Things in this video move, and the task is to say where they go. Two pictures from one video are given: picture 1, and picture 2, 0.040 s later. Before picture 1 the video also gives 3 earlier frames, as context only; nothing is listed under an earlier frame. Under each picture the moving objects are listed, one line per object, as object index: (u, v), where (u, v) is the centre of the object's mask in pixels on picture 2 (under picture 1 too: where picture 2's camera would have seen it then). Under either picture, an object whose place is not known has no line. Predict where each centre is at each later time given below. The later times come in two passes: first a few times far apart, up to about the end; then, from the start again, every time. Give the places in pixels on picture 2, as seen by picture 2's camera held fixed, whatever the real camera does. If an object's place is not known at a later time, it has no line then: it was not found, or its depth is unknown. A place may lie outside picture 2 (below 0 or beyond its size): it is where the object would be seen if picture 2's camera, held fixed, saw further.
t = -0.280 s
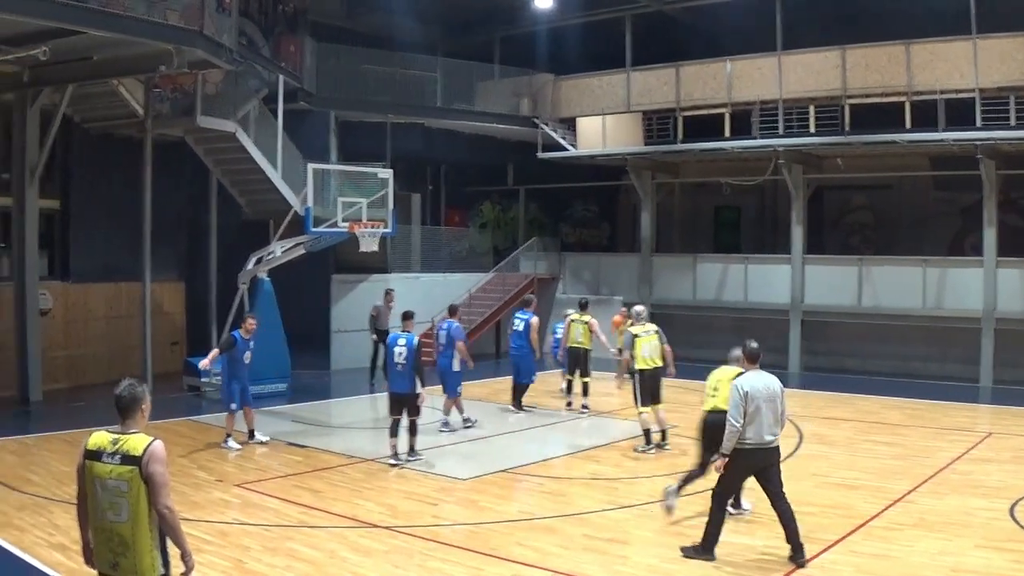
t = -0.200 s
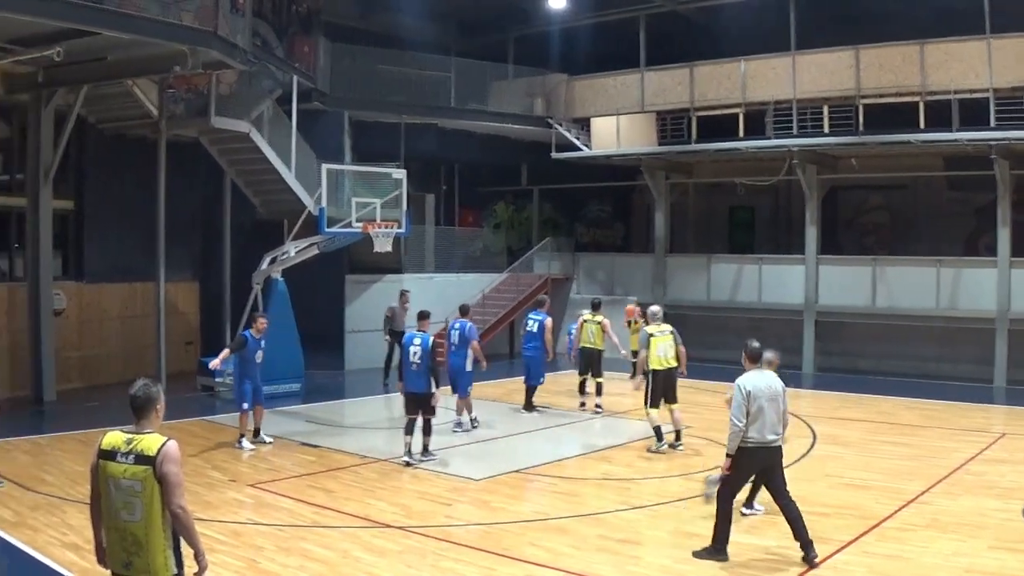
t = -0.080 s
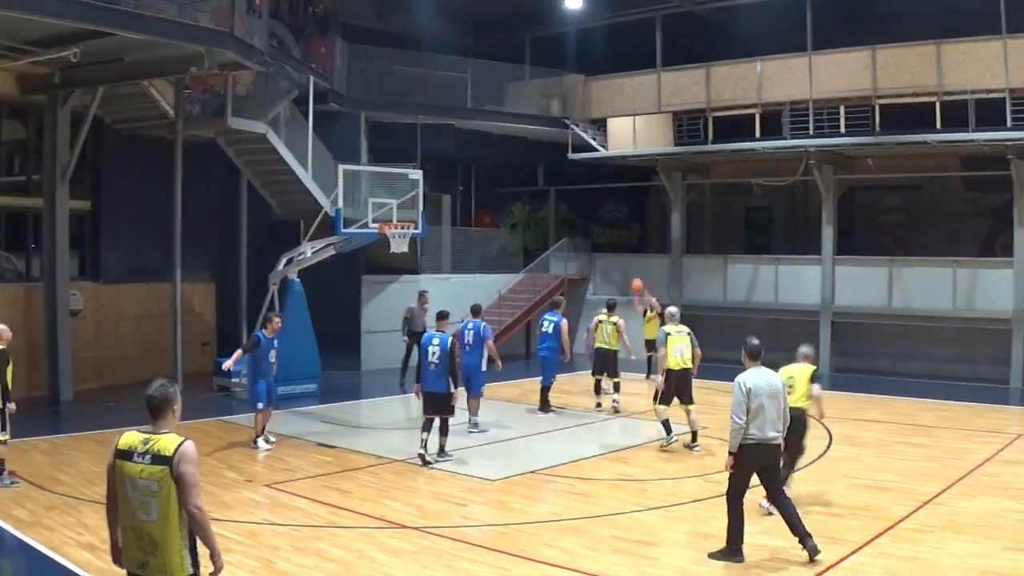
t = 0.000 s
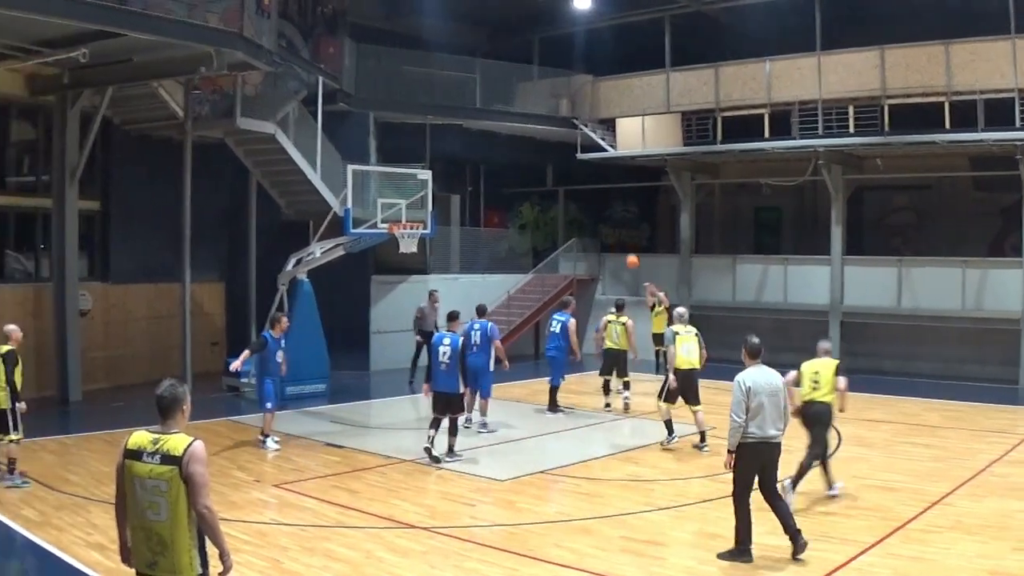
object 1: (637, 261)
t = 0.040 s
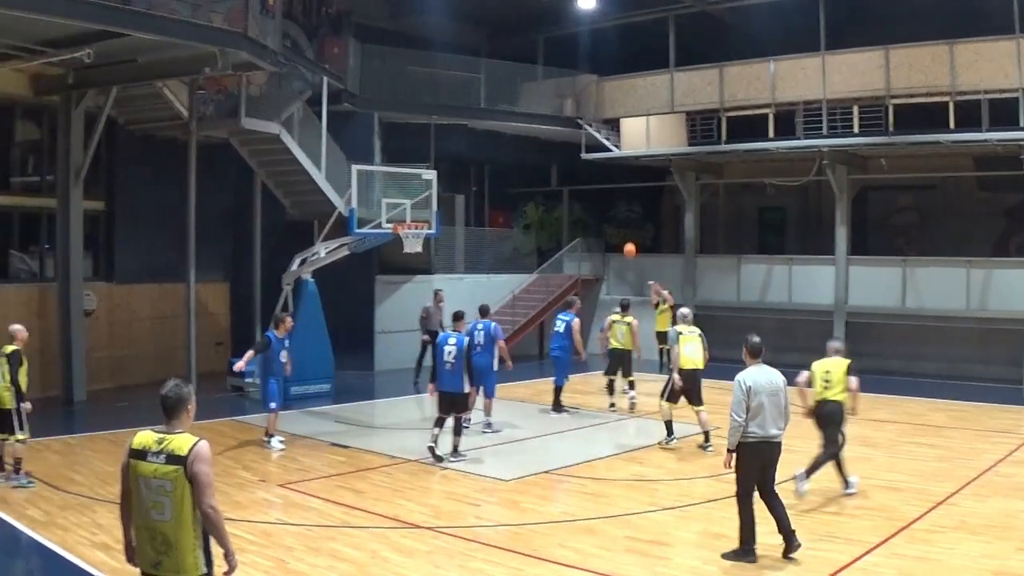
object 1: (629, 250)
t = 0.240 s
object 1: (591, 205)
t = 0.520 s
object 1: (532, 172)
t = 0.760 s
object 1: (479, 174)
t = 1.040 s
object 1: (421, 212)
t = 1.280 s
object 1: (424, 189)
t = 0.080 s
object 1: (622, 240)
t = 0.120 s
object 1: (614, 230)
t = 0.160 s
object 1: (607, 221)
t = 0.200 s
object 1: (599, 213)
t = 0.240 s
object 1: (591, 205)
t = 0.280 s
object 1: (583, 198)
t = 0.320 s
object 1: (575, 192)
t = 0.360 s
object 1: (566, 186)
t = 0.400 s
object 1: (558, 182)
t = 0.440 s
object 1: (550, 178)
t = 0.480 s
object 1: (541, 174)
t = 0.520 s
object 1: (532, 172)
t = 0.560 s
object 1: (524, 170)
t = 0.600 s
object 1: (515, 169)
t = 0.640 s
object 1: (506, 169)
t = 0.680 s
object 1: (497, 170)
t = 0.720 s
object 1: (488, 171)
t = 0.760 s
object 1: (479, 174)
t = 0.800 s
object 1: (470, 178)
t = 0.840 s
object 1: (460, 182)
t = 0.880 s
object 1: (451, 187)
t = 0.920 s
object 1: (442, 193)
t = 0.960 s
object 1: (433, 200)
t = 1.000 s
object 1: (427, 206)
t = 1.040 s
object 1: (421, 212)
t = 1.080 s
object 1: (418, 217)
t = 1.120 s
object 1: (419, 212)
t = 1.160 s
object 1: (421, 205)
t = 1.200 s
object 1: (422, 198)
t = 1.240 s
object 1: (423, 193)
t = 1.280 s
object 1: (424, 189)
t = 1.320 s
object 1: (426, 186)
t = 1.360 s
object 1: (427, 185)
